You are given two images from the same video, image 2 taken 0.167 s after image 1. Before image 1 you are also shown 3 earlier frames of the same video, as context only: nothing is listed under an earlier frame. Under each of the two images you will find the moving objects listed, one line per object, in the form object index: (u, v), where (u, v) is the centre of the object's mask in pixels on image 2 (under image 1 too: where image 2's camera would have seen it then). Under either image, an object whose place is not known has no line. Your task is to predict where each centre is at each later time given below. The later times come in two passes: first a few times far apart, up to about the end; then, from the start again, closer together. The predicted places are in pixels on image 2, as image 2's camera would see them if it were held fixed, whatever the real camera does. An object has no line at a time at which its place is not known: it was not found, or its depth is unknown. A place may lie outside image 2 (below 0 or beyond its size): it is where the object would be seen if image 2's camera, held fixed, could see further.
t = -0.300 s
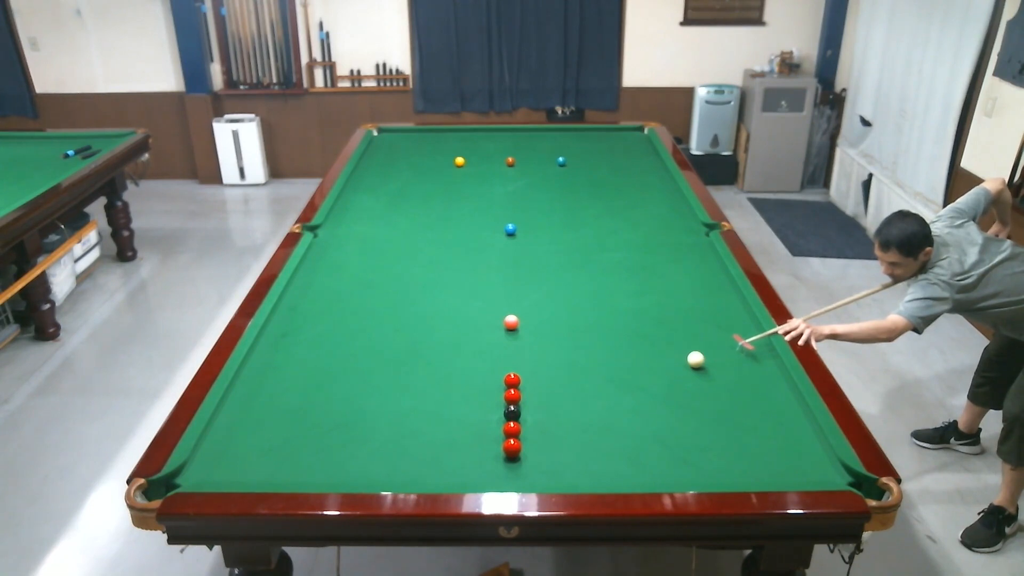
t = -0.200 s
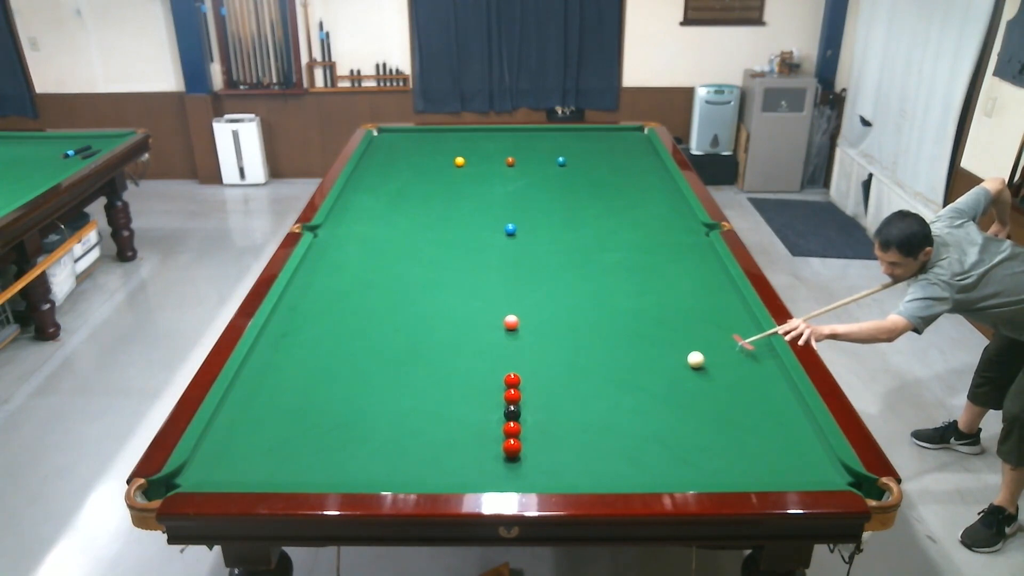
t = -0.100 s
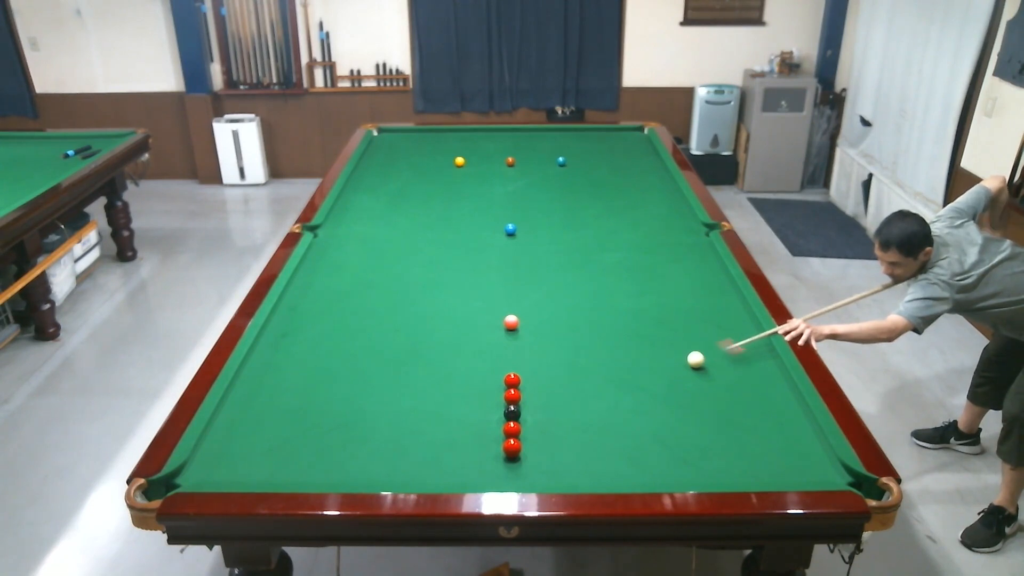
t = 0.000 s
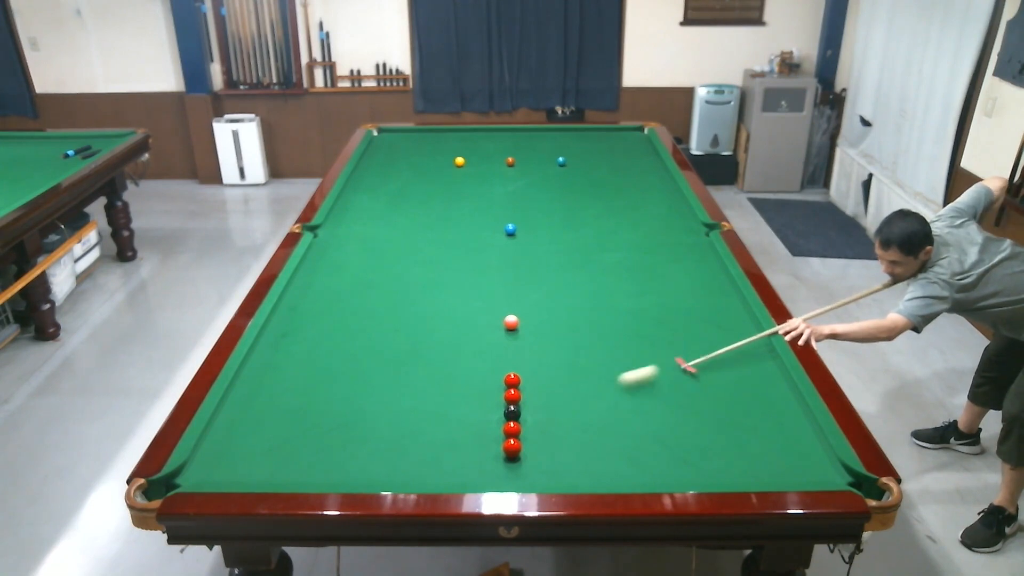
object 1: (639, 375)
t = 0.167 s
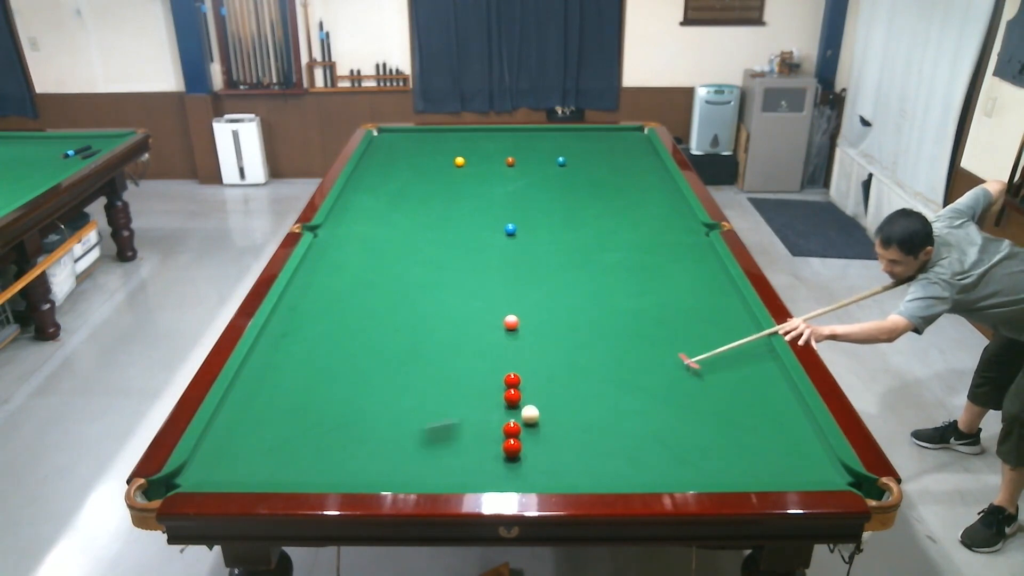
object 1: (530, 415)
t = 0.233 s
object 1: (532, 418)
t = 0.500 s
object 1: (543, 432)
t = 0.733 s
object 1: (551, 444)
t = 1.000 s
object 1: (560, 457)
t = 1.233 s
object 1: (568, 468)
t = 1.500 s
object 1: (576, 475)
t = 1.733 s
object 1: (580, 471)
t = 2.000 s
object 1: (584, 466)
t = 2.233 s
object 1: (587, 462)
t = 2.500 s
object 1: (590, 458)
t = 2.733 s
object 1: (591, 456)
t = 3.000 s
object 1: (591, 455)
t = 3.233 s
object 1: (591, 455)
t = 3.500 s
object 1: (591, 455)
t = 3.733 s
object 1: (591, 455)
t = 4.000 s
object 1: (591, 455)
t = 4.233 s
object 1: (591, 454)
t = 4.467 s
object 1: (591, 454)
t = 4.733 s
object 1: (591, 454)
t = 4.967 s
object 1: (591, 454)
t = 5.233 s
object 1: (591, 454)
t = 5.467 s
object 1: (591, 454)
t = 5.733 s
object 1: (591, 454)
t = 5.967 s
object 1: (591, 454)
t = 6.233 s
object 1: (591, 454)
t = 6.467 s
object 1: (591, 454)
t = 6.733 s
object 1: (591, 454)
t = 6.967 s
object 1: (591, 454)
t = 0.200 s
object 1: (531, 416)
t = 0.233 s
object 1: (532, 418)
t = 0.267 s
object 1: (534, 420)
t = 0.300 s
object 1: (535, 422)
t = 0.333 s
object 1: (536, 424)
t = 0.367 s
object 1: (538, 426)
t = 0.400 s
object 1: (539, 427)
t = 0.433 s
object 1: (540, 429)
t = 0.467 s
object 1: (541, 431)
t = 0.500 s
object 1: (543, 432)
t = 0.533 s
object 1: (544, 434)
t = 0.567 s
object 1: (545, 436)
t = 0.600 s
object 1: (546, 437)
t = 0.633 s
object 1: (547, 439)
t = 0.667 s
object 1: (548, 441)
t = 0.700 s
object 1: (550, 442)
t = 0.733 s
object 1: (551, 444)
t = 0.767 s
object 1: (552, 446)
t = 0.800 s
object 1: (553, 448)
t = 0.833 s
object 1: (554, 449)
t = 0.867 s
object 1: (556, 451)
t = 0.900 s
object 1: (557, 452)
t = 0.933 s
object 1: (558, 454)
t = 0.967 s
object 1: (559, 456)
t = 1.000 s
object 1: (560, 457)
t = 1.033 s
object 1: (561, 459)
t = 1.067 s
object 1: (562, 461)
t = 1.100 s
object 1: (563, 462)
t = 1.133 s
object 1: (565, 464)
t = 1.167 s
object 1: (566, 465)
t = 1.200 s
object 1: (567, 467)
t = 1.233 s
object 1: (568, 468)
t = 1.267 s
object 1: (569, 470)
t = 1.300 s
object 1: (570, 471)
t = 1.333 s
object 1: (571, 471)
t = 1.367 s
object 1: (572, 472)
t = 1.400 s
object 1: (573, 473)
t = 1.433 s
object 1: (574, 474)
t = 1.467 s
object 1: (575, 476)
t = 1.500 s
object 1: (576, 475)
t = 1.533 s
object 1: (576, 474)
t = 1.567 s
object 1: (577, 473)
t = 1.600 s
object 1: (578, 473)
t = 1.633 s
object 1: (578, 472)
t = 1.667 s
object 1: (579, 472)
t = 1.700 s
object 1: (579, 471)
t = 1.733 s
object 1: (580, 471)
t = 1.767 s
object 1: (580, 470)
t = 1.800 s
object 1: (581, 470)
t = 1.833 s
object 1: (582, 470)
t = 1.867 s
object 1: (582, 469)
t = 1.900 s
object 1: (582, 468)
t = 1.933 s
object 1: (583, 467)
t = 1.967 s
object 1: (583, 466)
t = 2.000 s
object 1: (584, 466)
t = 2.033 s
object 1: (584, 465)
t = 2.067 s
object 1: (585, 464)
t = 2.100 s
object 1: (585, 464)
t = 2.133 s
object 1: (585, 463)
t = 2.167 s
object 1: (586, 463)
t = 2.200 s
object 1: (586, 462)
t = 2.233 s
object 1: (587, 462)
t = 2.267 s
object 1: (587, 461)
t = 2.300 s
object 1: (587, 461)
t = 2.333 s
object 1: (588, 460)
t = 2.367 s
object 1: (588, 460)
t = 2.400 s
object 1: (589, 459)
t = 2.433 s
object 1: (589, 459)
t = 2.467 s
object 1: (589, 459)
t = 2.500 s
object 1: (590, 458)
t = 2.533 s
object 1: (590, 458)
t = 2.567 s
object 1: (590, 458)
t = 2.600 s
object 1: (590, 457)
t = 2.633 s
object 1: (590, 457)
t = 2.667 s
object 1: (590, 457)
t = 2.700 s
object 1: (591, 456)
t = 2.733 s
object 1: (591, 456)
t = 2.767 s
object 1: (591, 456)
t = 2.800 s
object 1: (591, 456)
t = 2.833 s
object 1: (591, 455)
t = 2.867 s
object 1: (591, 455)
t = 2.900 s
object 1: (591, 455)
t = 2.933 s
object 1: (591, 455)
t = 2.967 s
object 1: (591, 455)
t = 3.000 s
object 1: (591, 455)
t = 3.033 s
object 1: (591, 455)
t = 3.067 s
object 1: (591, 455)
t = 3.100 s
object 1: (591, 455)
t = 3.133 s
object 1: (591, 455)
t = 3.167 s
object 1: (591, 455)
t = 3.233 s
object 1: (591, 455)
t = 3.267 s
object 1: (591, 455)
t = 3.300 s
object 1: (591, 455)
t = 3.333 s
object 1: (591, 455)
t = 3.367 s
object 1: (591, 455)
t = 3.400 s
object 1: (591, 455)
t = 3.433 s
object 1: (591, 455)
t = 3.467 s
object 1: (591, 455)
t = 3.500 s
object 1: (591, 455)
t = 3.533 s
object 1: (591, 455)
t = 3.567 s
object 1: (591, 455)
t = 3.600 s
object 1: (591, 455)
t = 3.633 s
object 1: (591, 455)
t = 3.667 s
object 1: (591, 455)
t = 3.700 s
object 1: (591, 455)
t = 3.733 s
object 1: (591, 455)
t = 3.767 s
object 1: (591, 455)
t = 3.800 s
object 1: (591, 454)
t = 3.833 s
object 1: (591, 455)
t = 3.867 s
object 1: (591, 455)
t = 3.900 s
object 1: (591, 455)
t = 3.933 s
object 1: (591, 454)
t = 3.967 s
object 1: (591, 455)
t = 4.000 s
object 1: (591, 455)
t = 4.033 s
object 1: (591, 455)
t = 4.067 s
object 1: (591, 455)
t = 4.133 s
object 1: (591, 454)
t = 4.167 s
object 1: (591, 454)
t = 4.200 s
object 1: (591, 454)
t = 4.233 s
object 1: (591, 454)
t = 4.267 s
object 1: (591, 454)
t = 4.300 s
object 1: (591, 454)
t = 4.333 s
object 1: (591, 454)
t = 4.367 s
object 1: (591, 454)
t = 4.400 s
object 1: (591, 454)
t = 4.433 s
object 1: (591, 454)
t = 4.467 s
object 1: (591, 454)
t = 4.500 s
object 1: (591, 454)
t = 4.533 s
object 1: (591, 454)
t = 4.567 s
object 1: (591, 454)
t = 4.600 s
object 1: (591, 454)
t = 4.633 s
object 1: (591, 454)
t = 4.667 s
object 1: (591, 454)
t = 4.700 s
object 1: (591, 454)
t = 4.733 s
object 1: (591, 454)
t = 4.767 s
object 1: (591, 454)
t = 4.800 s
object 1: (591, 454)
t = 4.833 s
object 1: (591, 454)
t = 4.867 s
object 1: (591, 454)
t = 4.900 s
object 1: (591, 454)
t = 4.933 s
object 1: (591, 454)
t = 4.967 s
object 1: (591, 454)
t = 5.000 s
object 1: (591, 454)
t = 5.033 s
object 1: (591, 454)
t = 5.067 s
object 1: (591, 454)
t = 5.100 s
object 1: (591, 454)
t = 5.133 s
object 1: (591, 454)
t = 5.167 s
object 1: (591, 454)
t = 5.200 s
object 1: (591, 454)
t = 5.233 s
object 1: (591, 454)
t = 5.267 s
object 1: (591, 454)
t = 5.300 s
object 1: (591, 454)
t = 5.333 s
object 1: (591, 454)
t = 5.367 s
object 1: (591, 454)
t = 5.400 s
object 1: (591, 454)
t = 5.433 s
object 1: (591, 454)
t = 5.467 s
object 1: (591, 454)
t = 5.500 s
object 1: (591, 454)
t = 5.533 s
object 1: (591, 454)
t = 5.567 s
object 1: (591, 454)
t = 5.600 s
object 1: (591, 454)
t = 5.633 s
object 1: (591, 454)
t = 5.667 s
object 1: (591, 454)
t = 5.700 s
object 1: (591, 454)
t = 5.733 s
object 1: (591, 454)
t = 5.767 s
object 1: (591, 454)
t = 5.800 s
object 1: (591, 454)
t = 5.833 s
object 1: (591, 454)
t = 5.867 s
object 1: (591, 454)
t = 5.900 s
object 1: (591, 454)
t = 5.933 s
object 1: (591, 454)
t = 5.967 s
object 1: (591, 454)
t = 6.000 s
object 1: (591, 454)
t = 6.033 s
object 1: (591, 454)
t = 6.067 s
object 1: (591, 454)
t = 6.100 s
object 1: (591, 454)
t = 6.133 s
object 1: (591, 454)
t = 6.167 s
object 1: (591, 454)
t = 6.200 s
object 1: (591, 454)
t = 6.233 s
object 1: (591, 454)
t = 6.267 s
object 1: (591, 454)
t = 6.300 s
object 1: (591, 454)
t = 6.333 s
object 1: (591, 454)
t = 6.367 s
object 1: (591, 454)
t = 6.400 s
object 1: (591, 454)
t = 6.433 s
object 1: (591, 454)
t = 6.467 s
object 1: (591, 454)
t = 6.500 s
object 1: (591, 454)
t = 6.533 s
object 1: (591, 454)
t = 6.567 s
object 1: (591, 454)
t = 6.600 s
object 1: (591, 454)
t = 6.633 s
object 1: (591, 454)
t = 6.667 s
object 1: (591, 454)
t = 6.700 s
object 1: (591, 454)
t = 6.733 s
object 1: (591, 454)
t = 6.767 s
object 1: (591, 454)
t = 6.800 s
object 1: (591, 454)
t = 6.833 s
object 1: (591, 454)
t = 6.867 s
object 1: (591, 454)
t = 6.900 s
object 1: (591, 454)
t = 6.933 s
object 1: (591, 454)
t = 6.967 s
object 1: (591, 454)
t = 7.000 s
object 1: (591, 454)
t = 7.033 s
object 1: (591, 455)
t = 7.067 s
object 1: (591, 454)
